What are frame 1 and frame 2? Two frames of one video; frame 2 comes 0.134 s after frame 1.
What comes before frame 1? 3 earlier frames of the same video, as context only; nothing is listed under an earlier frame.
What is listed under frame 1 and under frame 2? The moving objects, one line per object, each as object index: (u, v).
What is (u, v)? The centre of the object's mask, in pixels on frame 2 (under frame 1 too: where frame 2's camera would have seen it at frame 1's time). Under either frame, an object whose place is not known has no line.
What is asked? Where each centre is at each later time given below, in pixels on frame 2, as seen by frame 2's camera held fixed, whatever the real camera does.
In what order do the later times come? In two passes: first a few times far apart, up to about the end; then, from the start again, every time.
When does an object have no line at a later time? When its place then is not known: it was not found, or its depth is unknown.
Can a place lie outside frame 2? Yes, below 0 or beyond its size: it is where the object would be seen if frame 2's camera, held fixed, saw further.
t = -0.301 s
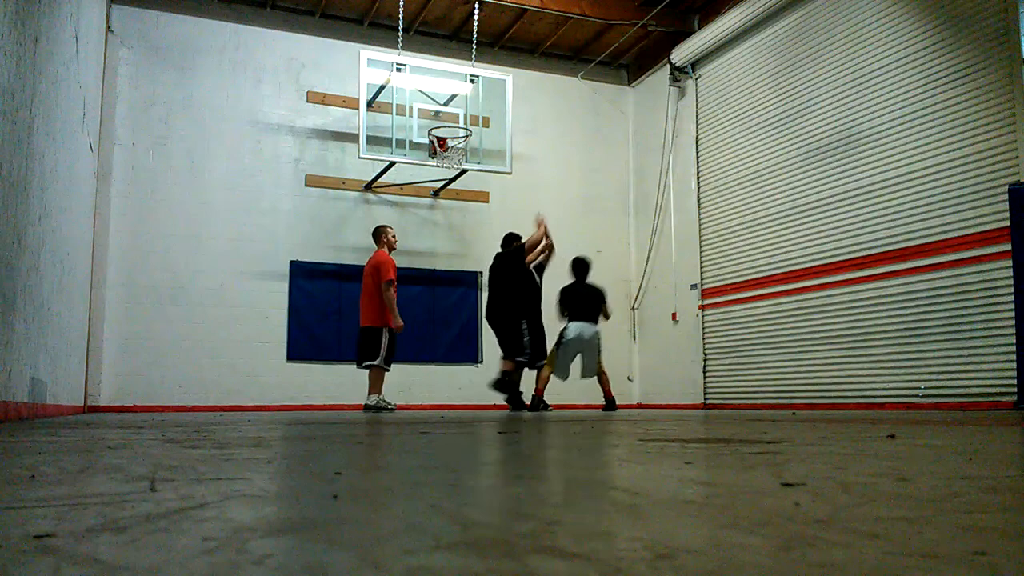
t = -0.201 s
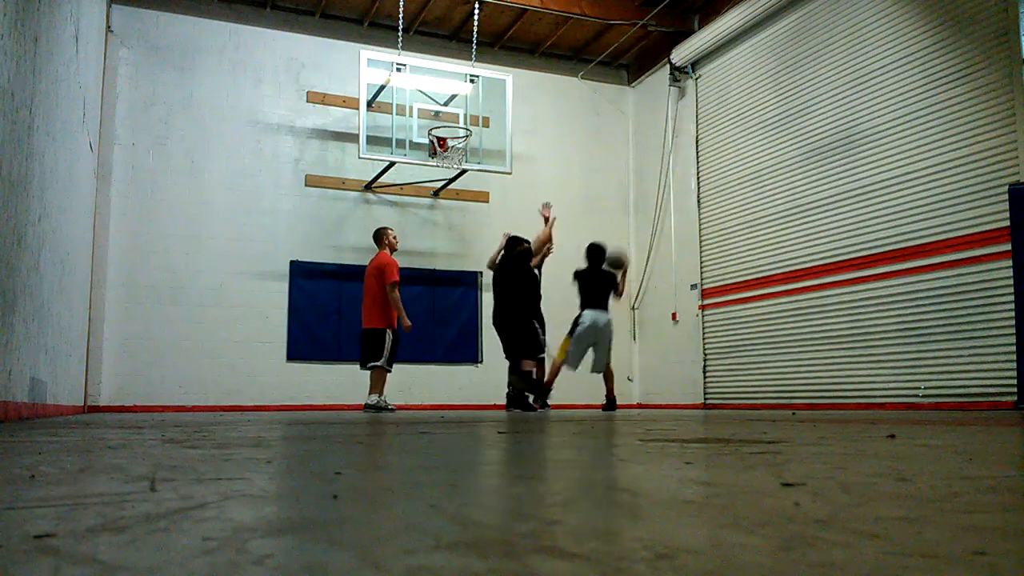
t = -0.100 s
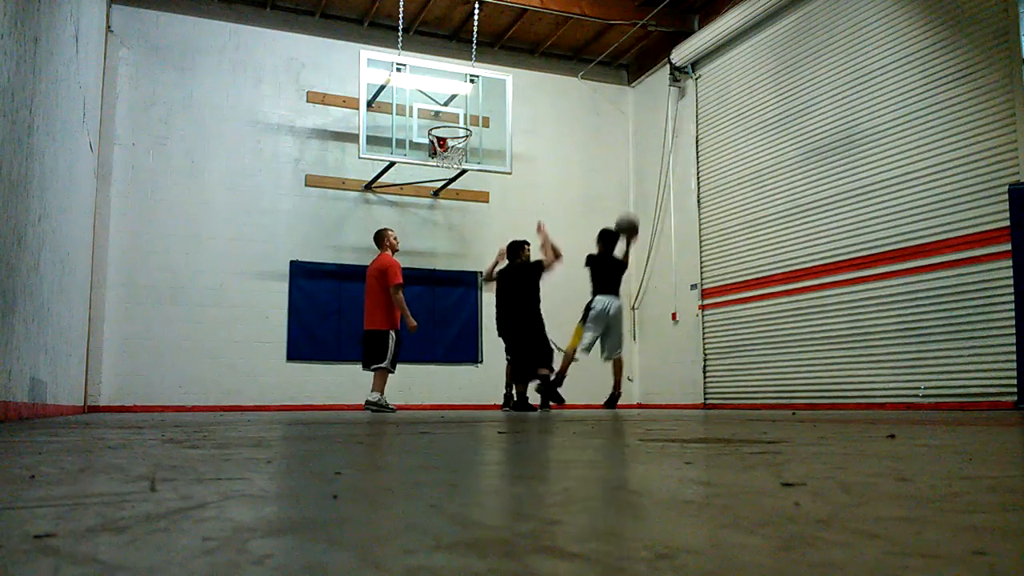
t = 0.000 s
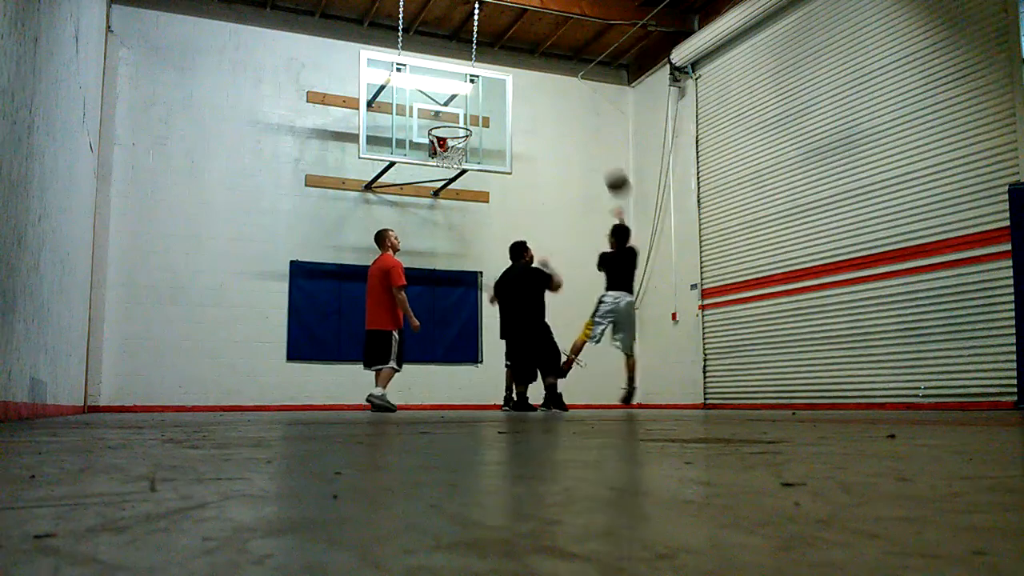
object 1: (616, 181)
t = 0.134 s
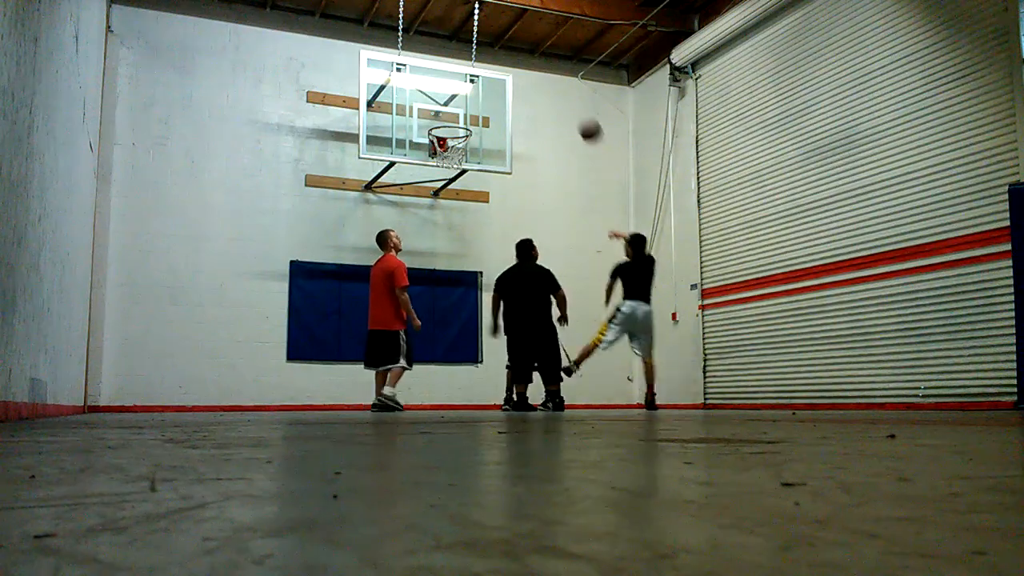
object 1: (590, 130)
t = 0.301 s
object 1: (558, 90)
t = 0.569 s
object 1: (512, 75)
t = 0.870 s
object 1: (482, 118)
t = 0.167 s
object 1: (583, 120)
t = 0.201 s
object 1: (577, 111)
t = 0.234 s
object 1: (571, 103)
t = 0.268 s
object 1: (565, 96)
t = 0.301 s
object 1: (558, 90)
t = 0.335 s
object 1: (552, 84)
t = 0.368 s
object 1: (546, 80)
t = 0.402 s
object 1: (540, 76)
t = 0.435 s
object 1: (534, 74)
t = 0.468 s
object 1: (529, 73)
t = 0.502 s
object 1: (523, 73)
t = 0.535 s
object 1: (518, 74)
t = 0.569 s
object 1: (512, 75)
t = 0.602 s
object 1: (506, 78)
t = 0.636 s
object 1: (501, 82)
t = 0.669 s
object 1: (496, 86)
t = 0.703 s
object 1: (490, 91)
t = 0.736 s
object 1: (485, 97)
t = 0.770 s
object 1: (480, 103)
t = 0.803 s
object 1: (480, 108)
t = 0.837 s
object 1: (481, 112)
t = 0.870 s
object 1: (482, 118)
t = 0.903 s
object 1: (482, 123)
